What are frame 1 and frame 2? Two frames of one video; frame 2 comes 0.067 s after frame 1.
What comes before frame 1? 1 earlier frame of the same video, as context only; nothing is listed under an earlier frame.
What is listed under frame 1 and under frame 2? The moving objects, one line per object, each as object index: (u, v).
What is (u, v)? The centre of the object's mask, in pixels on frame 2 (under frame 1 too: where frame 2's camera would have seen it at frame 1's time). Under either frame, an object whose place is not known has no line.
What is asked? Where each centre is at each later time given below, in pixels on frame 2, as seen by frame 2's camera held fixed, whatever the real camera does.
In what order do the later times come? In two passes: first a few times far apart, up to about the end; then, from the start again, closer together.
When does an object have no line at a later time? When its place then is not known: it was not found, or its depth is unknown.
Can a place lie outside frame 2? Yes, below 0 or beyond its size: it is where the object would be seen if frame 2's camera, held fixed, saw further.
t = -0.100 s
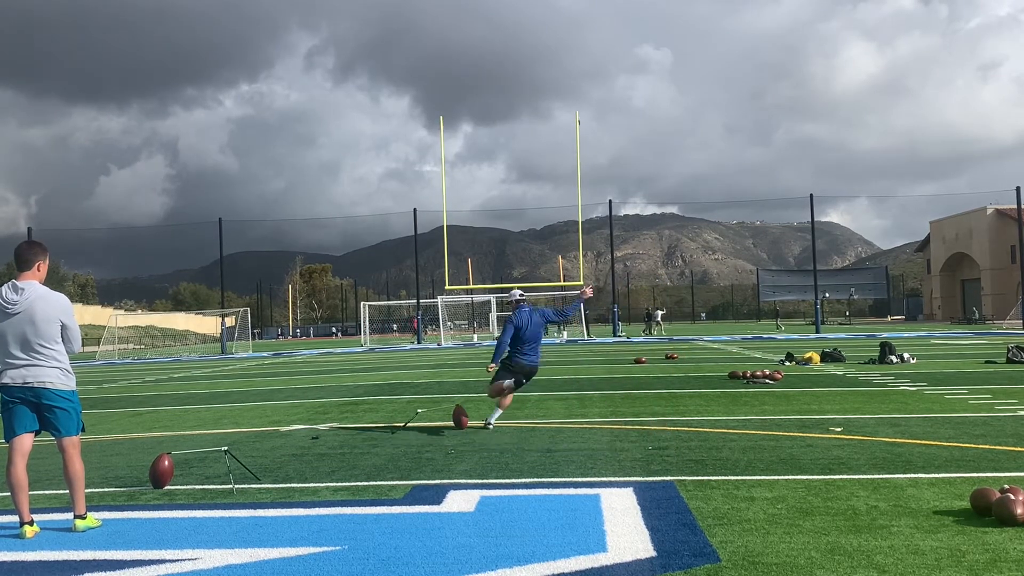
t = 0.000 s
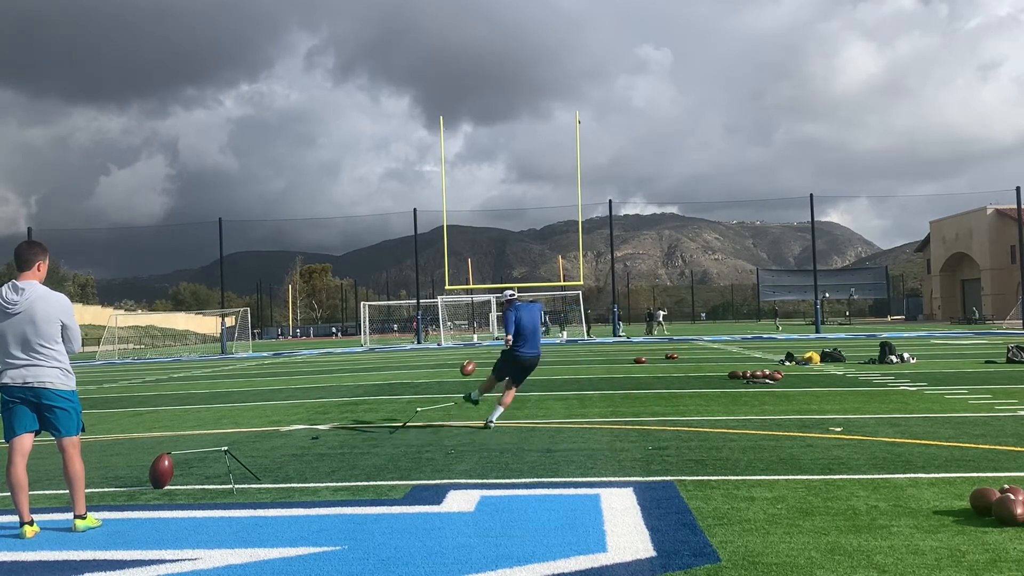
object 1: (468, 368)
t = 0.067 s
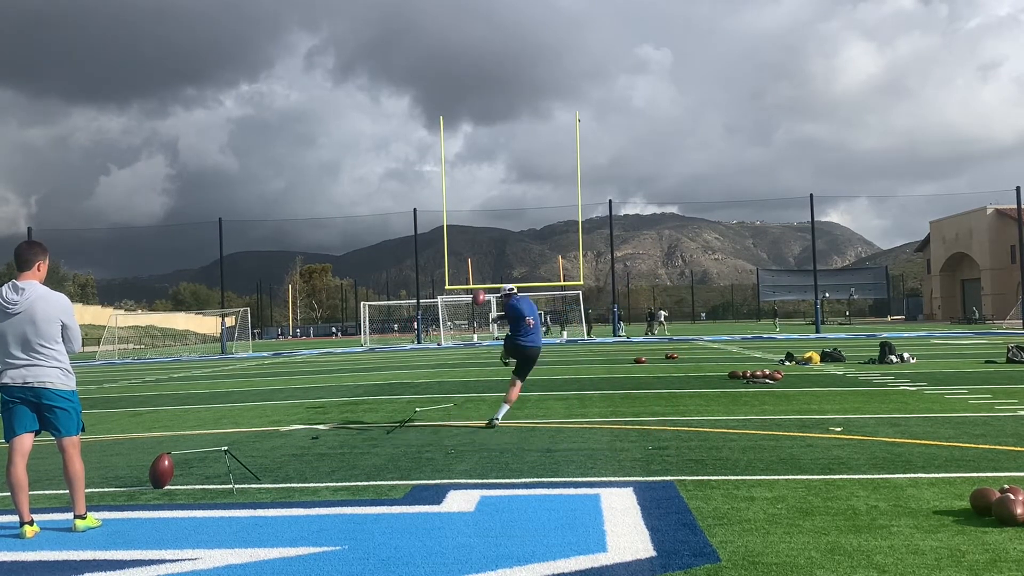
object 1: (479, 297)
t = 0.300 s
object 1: (494, 162)
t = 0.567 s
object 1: (496, 97)
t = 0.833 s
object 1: (494, 73)
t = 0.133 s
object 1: (487, 246)
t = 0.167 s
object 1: (488, 225)
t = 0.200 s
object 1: (490, 206)
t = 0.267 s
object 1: (493, 175)
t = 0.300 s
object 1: (494, 162)
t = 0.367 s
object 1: (496, 140)
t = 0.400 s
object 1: (496, 131)
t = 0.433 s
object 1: (496, 122)
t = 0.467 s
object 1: (497, 114)
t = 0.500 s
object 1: (497, 108)
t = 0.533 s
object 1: (497, 102)
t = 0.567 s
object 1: (496, 97)
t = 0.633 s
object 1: (496, 88)
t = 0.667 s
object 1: (496, 85)
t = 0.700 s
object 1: (495, 82)
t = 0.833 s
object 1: (494, 73)
